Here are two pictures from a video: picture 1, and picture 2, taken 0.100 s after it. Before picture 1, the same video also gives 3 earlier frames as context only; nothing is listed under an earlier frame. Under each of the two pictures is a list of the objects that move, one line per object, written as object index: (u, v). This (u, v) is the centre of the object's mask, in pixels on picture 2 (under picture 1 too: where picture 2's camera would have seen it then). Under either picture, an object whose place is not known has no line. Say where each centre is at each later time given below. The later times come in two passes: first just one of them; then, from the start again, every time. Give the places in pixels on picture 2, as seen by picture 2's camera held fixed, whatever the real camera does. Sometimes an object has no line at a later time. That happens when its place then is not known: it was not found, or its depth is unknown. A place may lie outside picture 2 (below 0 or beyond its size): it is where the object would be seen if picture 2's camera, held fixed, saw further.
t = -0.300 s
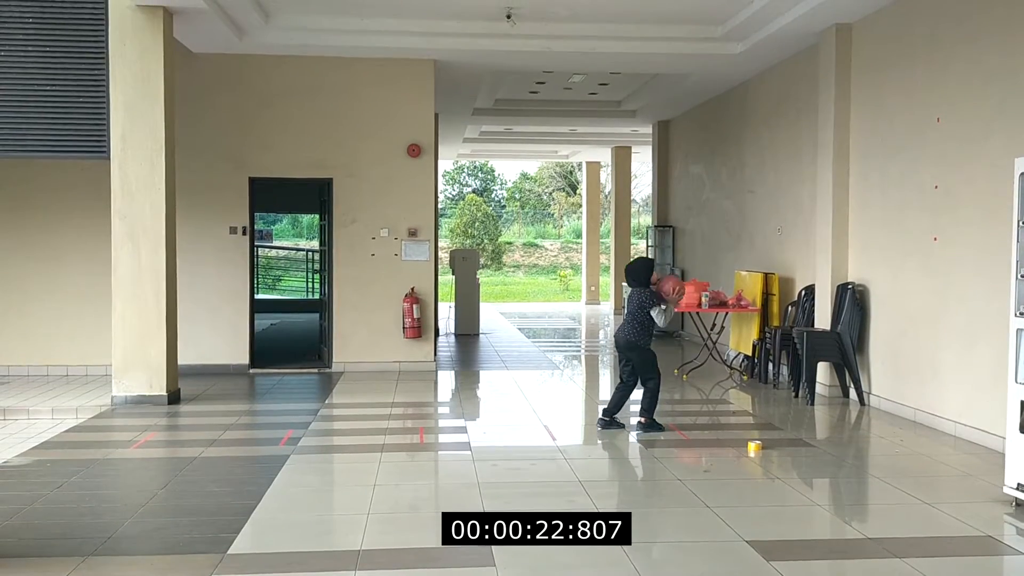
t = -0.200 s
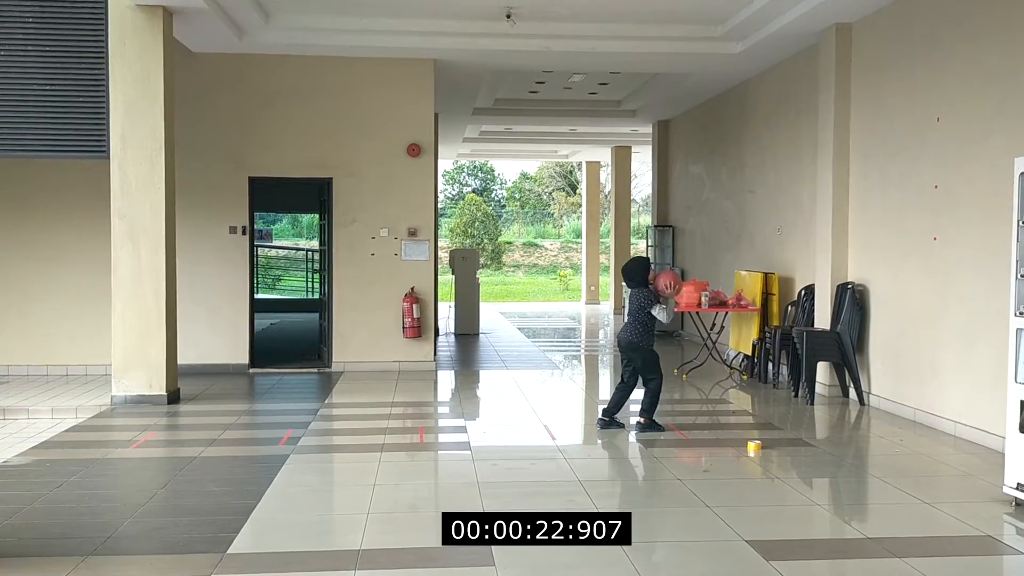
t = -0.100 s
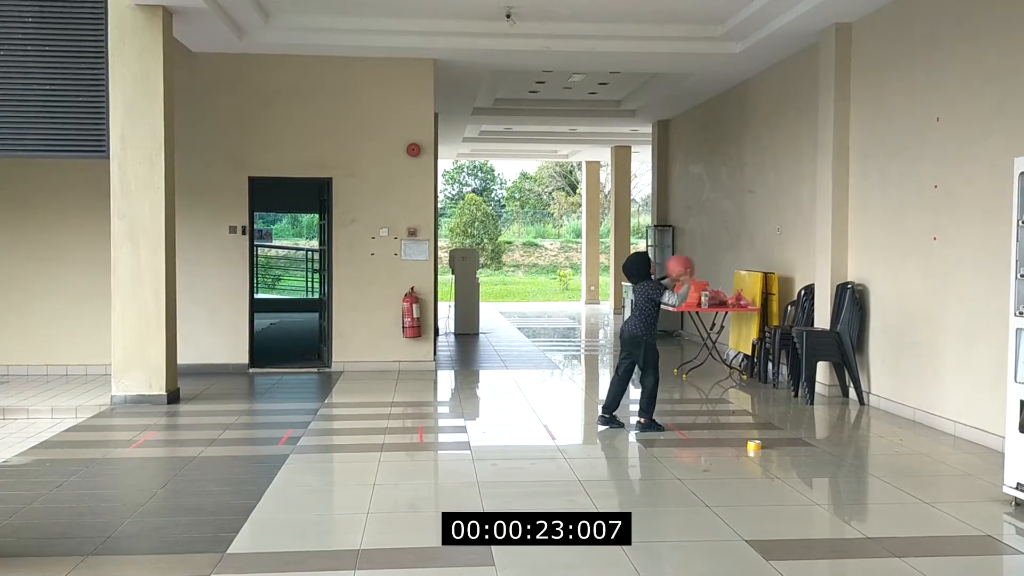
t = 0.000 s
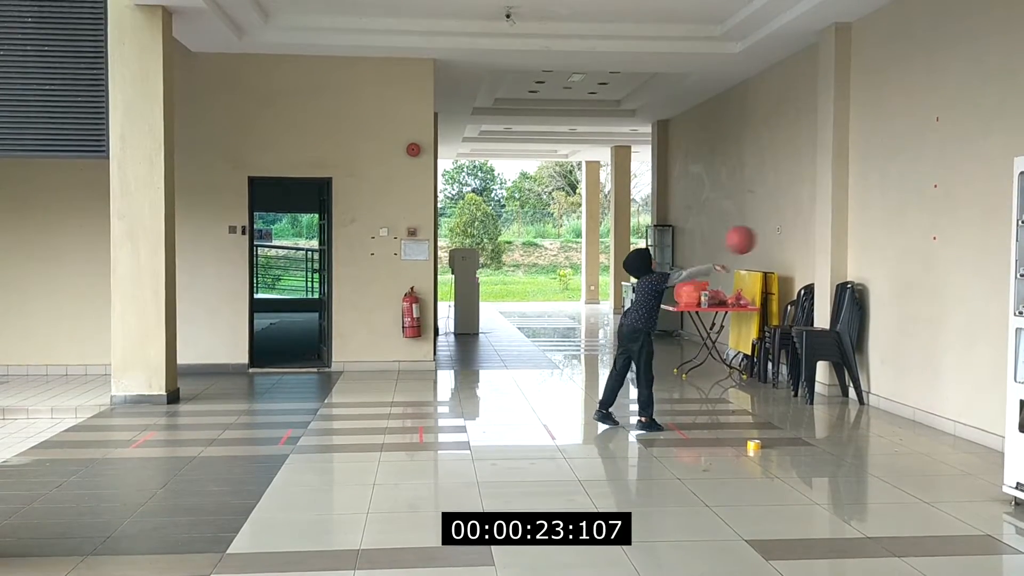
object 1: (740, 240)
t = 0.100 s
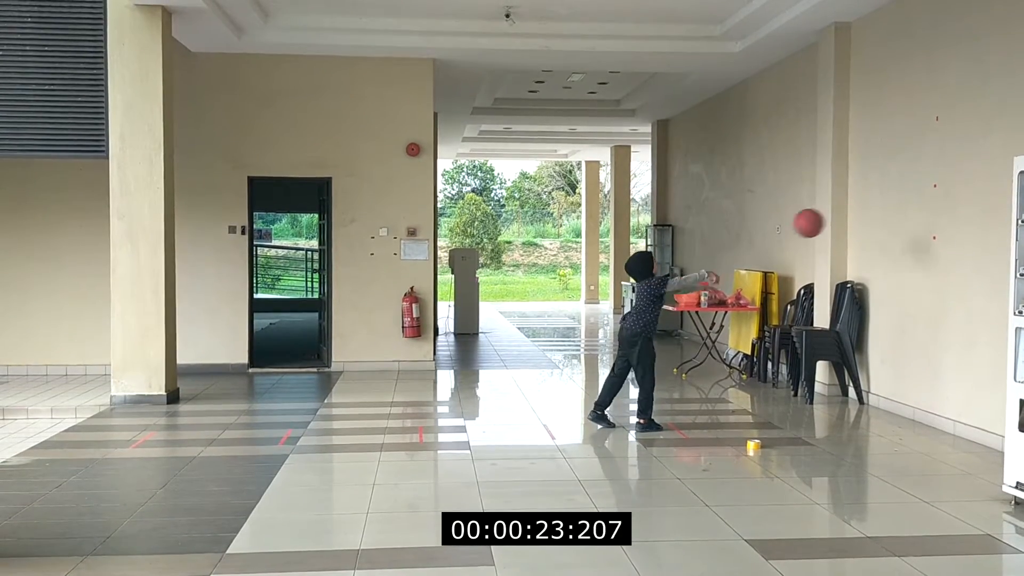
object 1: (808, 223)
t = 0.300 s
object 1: (902, 227)
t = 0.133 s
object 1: (831, 220)
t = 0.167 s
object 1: (853, 219)
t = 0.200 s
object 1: (875, 219)
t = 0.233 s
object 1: (897, 221)
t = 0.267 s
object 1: (920, 224)
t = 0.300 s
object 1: (902, 227)
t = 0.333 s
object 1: (883, 233)
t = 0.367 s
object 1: (864, 239)
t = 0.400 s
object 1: (844, 247)
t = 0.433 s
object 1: (825, 256)
